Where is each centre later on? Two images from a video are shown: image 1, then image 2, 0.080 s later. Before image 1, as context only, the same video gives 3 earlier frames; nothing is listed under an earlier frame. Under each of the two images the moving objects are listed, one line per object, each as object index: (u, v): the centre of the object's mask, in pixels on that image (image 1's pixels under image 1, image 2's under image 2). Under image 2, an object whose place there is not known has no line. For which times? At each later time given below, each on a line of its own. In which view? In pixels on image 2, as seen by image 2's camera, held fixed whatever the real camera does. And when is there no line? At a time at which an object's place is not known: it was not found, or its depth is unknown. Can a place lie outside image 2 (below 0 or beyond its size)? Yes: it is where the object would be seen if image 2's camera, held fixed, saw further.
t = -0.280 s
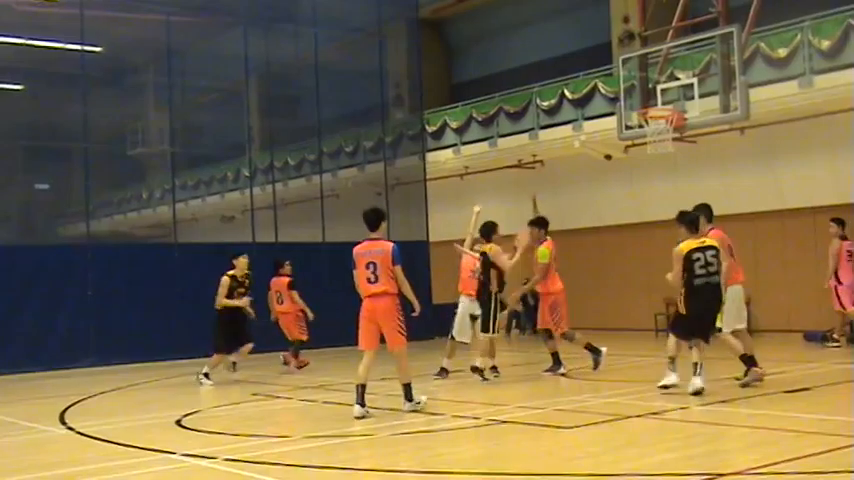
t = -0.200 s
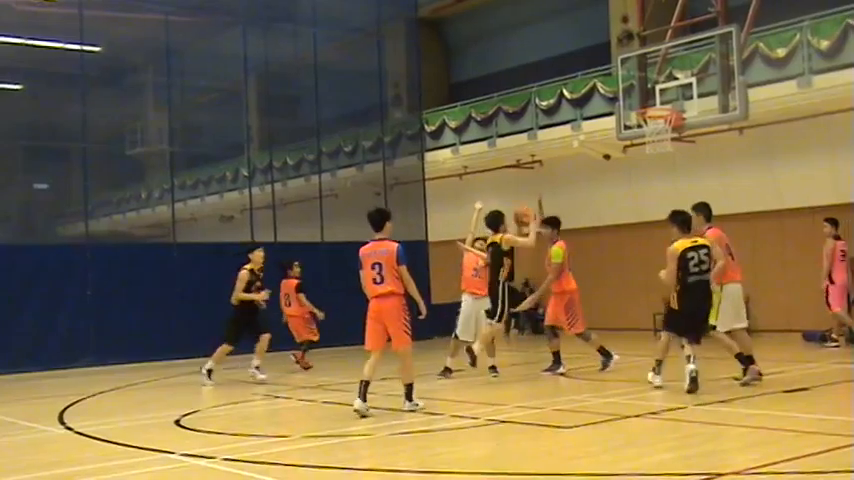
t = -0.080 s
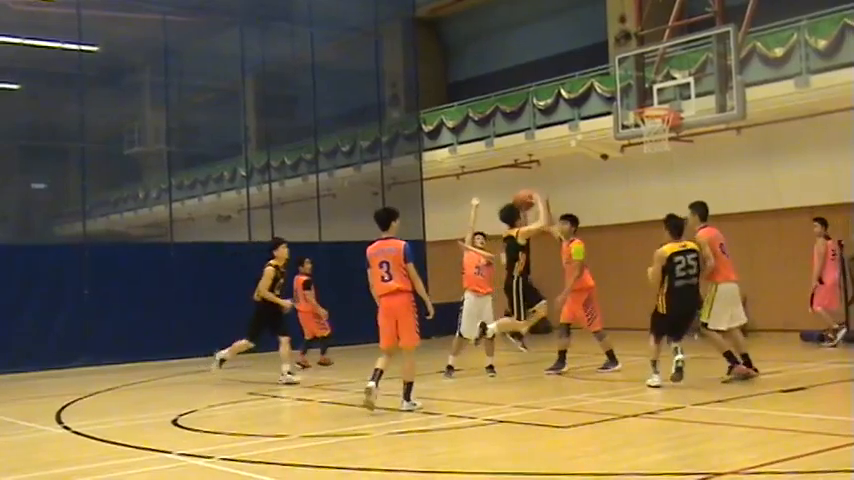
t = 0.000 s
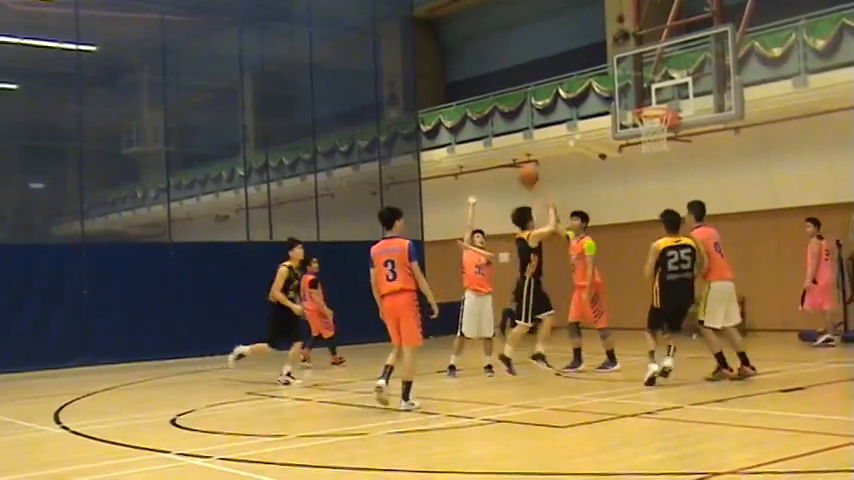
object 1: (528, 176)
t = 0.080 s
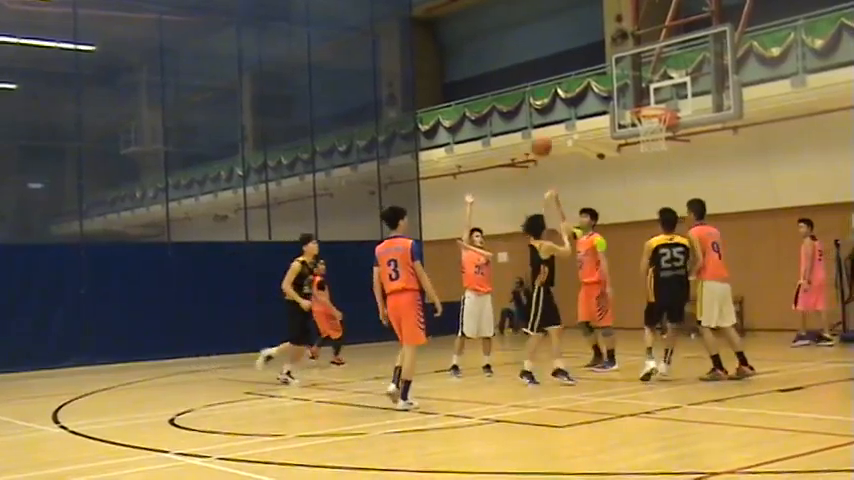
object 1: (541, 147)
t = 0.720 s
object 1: (652, 110)
